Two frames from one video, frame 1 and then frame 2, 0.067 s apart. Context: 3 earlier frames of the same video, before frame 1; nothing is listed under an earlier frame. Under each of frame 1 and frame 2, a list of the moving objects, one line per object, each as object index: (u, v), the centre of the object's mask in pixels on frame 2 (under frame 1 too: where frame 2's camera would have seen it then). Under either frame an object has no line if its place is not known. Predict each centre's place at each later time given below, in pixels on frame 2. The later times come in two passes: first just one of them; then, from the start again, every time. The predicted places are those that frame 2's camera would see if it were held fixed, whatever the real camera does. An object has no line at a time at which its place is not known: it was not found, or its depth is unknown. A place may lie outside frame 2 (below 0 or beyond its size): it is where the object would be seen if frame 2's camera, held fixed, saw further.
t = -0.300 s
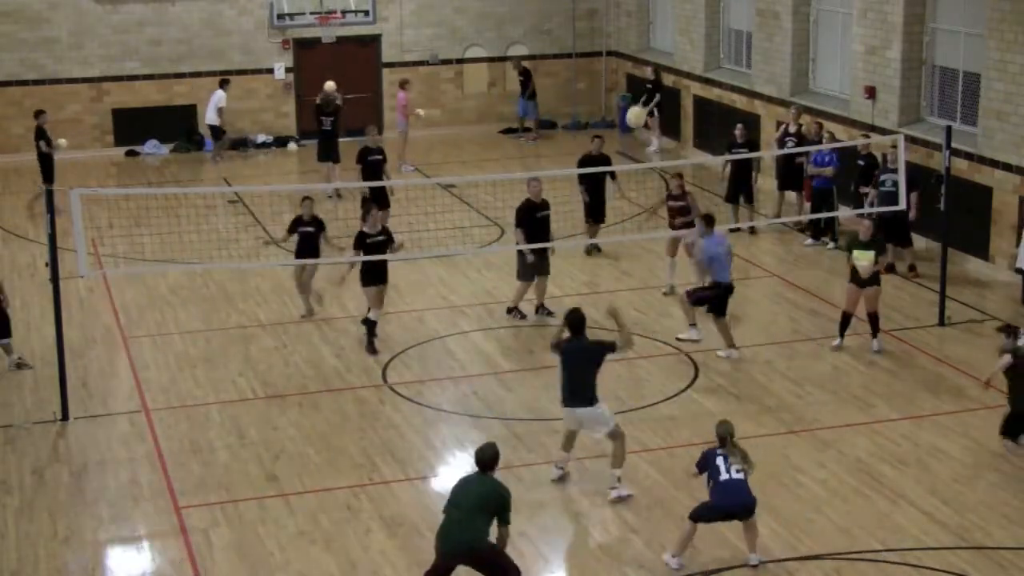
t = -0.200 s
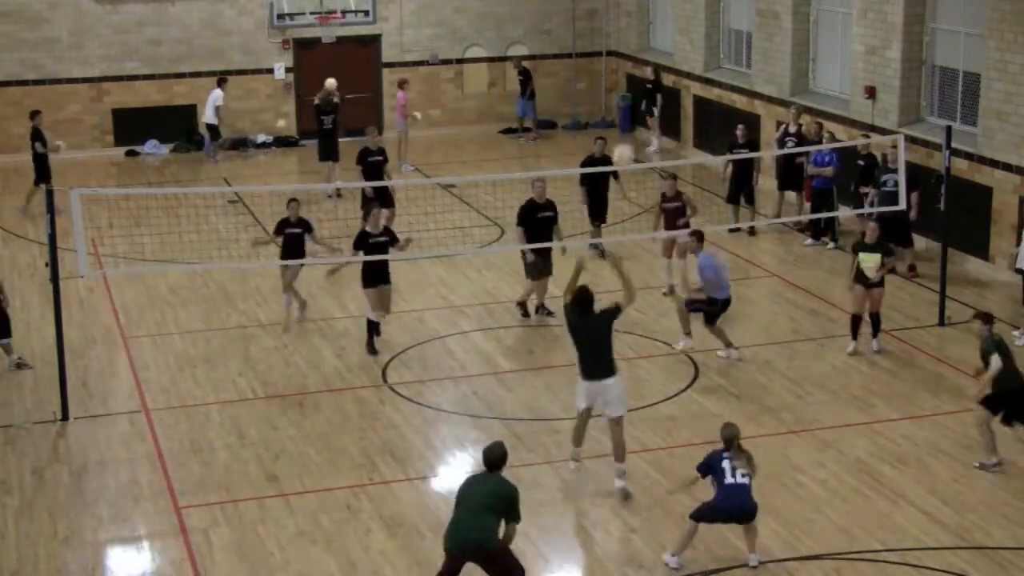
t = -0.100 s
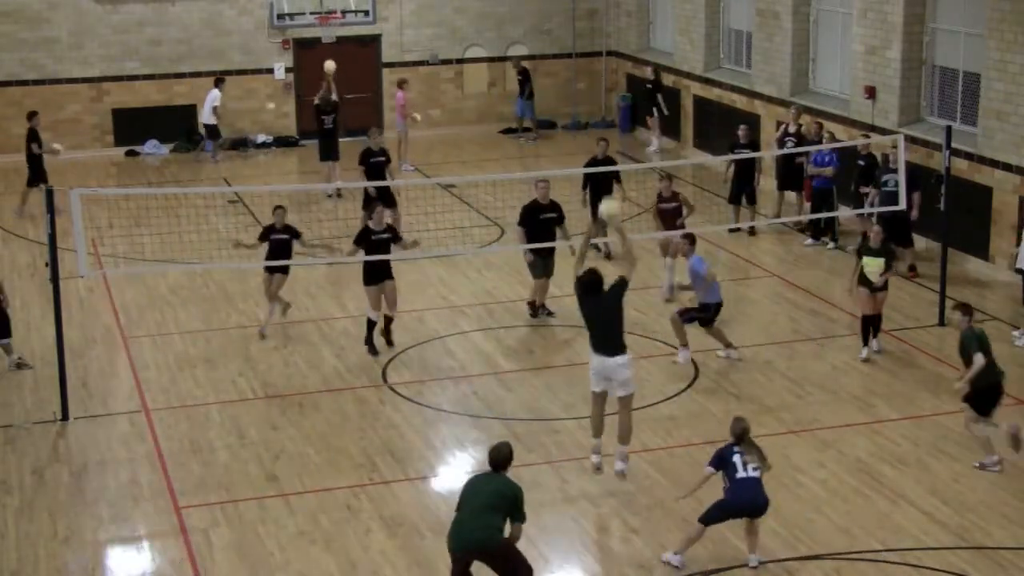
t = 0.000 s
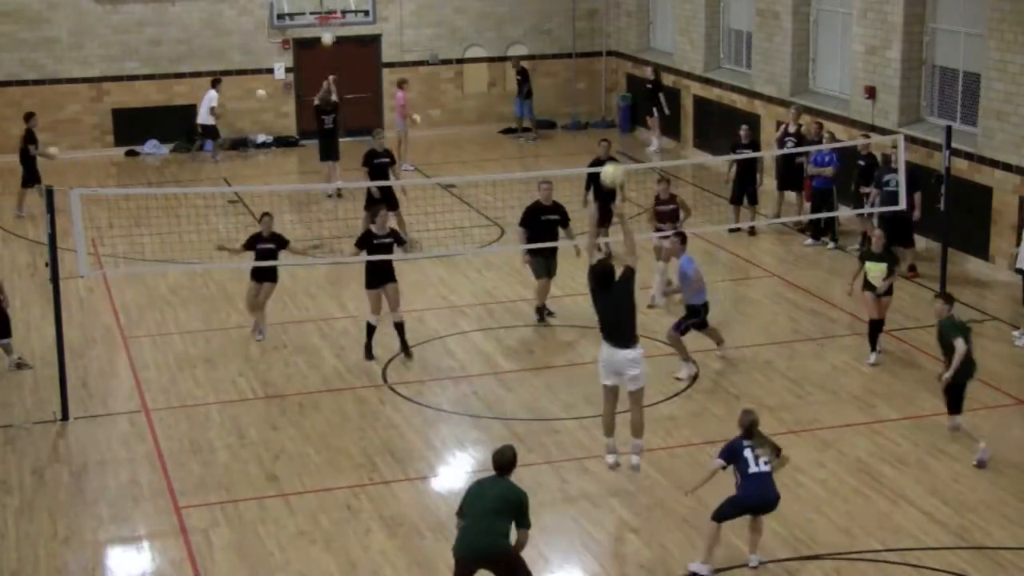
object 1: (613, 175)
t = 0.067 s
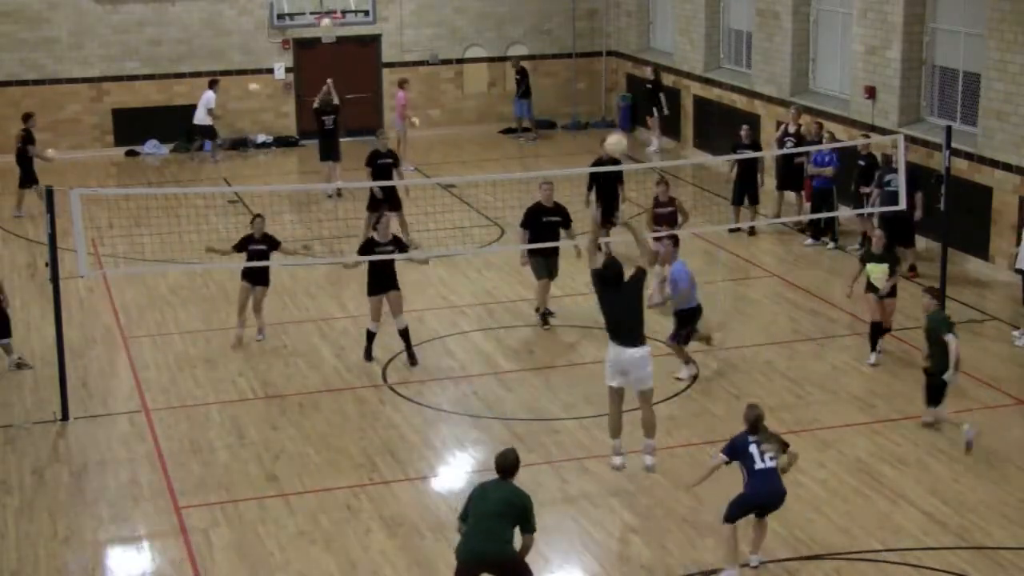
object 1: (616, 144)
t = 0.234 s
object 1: (628, 89)
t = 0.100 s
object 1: (619, 131)
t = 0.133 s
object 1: (621, 118)
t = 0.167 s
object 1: (623, 108)
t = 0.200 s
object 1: (625, 98)
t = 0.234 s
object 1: (628, 89)
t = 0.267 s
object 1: (630, 82)
